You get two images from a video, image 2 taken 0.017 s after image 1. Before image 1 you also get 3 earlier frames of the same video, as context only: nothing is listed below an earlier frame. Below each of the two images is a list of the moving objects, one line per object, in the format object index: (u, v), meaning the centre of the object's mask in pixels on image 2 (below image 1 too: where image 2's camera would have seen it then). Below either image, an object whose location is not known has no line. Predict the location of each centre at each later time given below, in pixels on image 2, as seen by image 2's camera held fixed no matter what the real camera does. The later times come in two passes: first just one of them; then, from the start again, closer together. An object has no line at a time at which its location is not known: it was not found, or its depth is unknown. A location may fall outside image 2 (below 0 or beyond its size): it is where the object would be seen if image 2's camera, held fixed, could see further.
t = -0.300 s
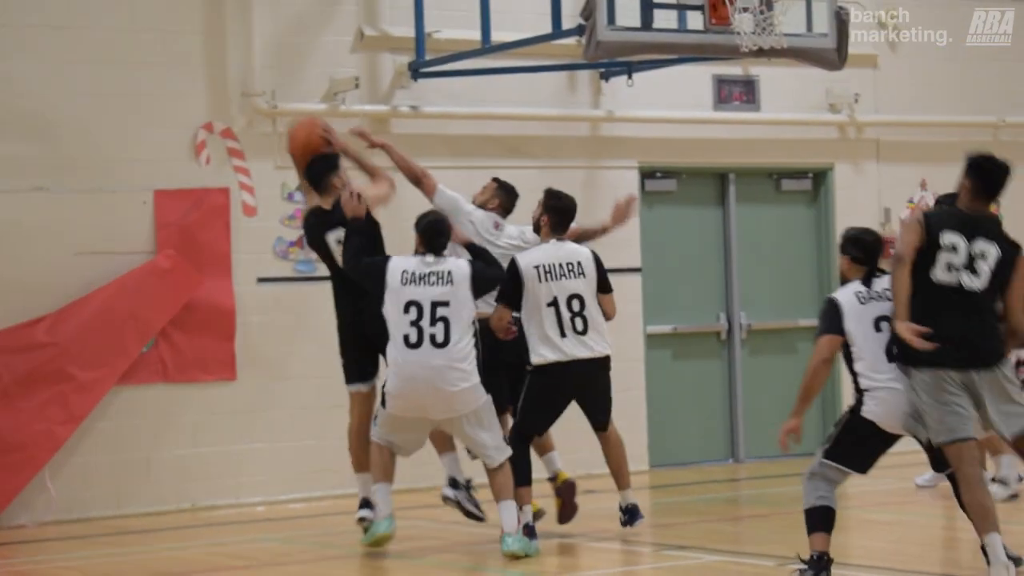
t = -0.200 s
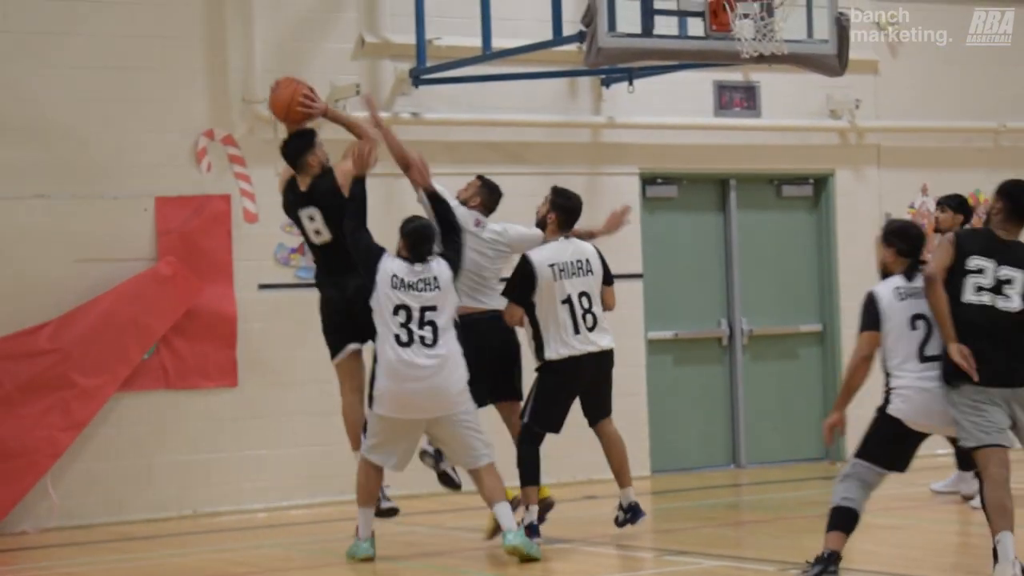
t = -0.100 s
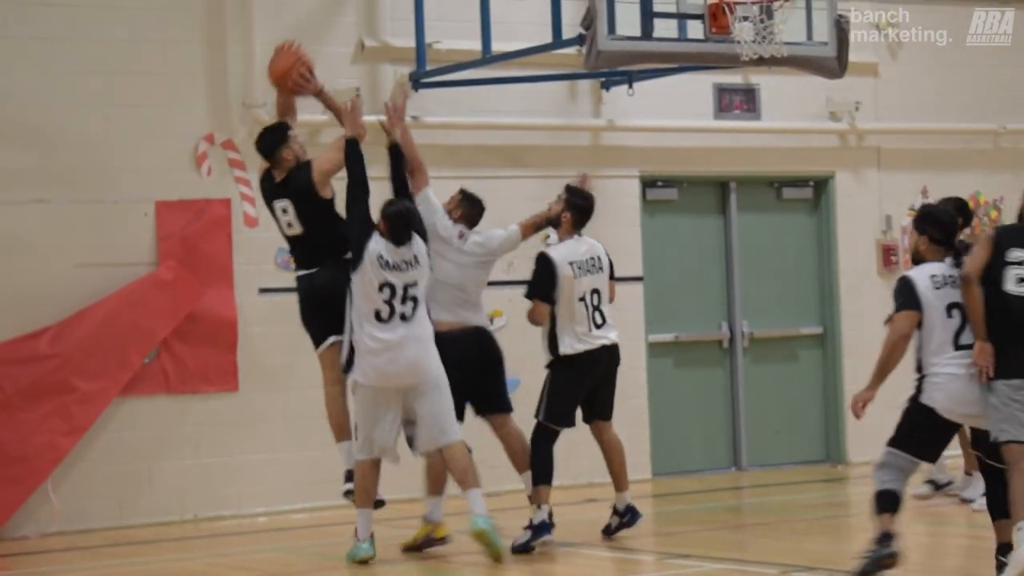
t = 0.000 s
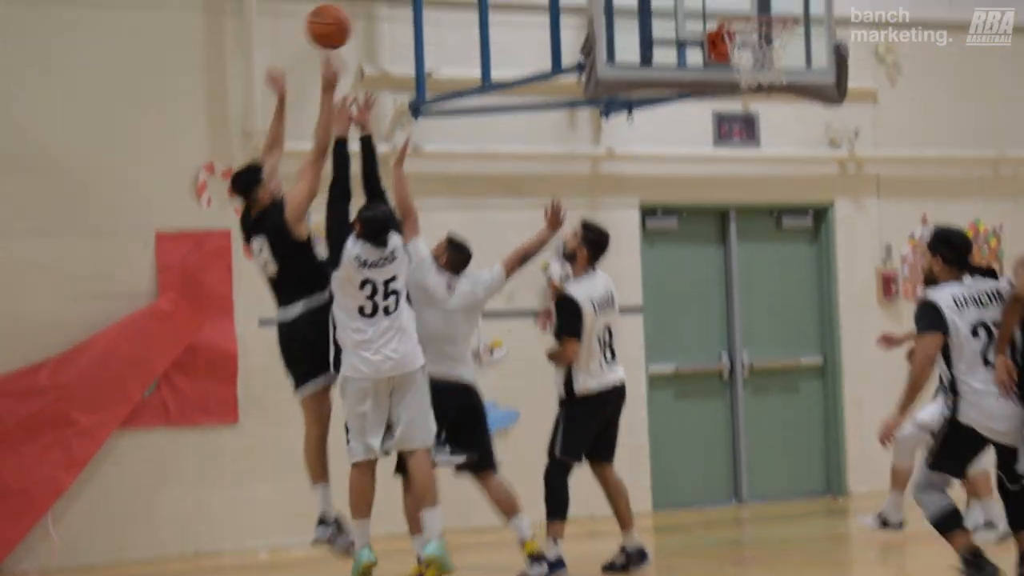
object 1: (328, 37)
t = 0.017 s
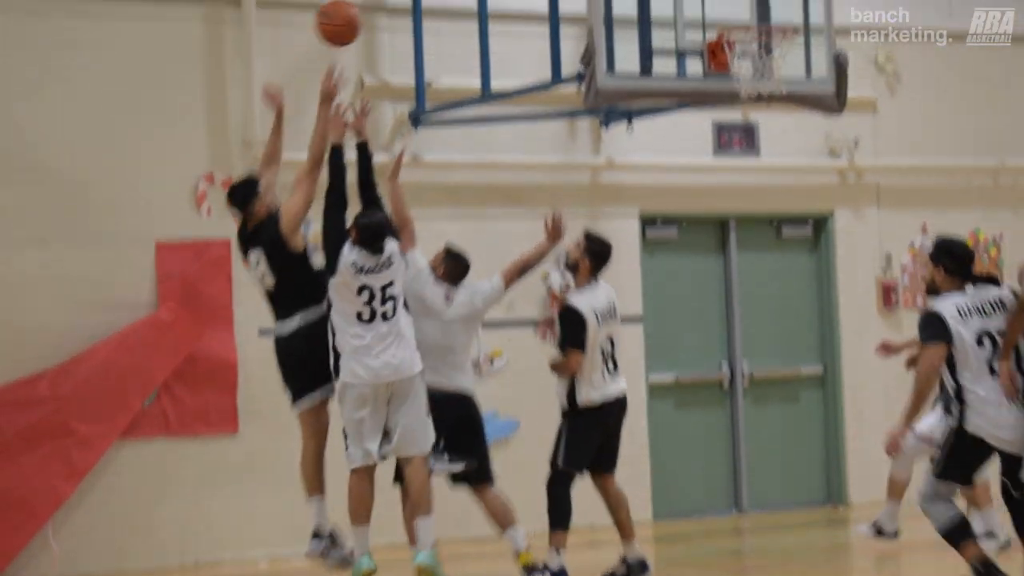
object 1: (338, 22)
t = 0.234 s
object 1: (462, -104)
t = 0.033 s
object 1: (348, 10)
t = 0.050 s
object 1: (357, -2)
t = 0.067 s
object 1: (367, -15)
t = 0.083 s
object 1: (375, -27)
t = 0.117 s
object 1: (395, -47)
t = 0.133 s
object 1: (404, -56)
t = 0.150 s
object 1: (413, -66)
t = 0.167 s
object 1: (424, -74)
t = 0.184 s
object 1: (434, -82)
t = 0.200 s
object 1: (443, -89)
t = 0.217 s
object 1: (453, -97)
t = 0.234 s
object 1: (462, -104)
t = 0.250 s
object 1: (472, -110)
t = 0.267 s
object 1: (482, -115)
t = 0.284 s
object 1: (491, -119)
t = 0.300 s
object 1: (501, -124)
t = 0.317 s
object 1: (510, -127)
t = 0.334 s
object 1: (519, -130)
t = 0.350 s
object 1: (529, -133)
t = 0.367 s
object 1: (538, -135)
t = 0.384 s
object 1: (548, -136)
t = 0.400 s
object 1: (557, -137)
